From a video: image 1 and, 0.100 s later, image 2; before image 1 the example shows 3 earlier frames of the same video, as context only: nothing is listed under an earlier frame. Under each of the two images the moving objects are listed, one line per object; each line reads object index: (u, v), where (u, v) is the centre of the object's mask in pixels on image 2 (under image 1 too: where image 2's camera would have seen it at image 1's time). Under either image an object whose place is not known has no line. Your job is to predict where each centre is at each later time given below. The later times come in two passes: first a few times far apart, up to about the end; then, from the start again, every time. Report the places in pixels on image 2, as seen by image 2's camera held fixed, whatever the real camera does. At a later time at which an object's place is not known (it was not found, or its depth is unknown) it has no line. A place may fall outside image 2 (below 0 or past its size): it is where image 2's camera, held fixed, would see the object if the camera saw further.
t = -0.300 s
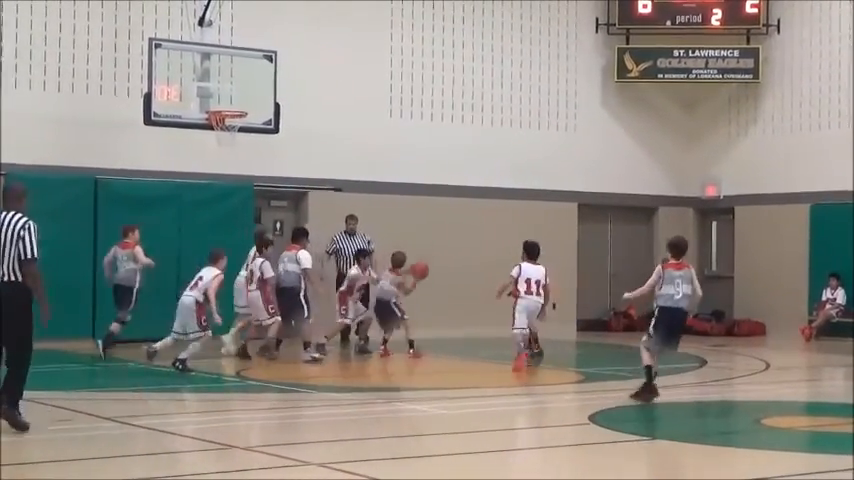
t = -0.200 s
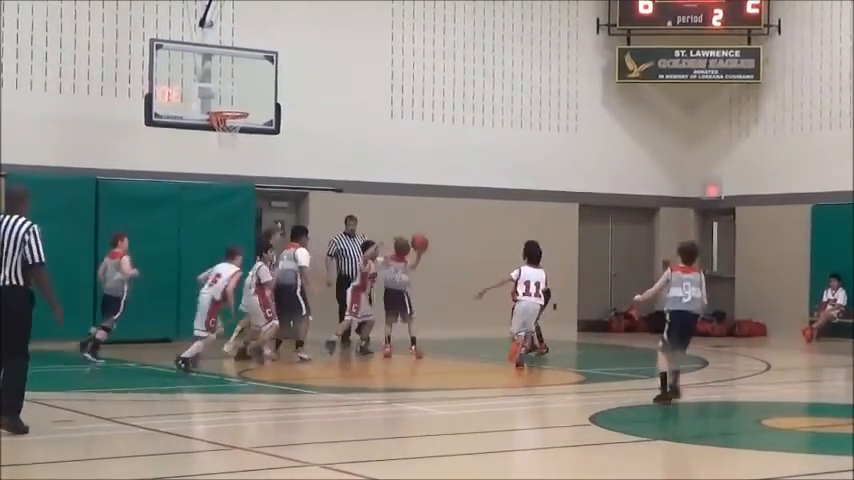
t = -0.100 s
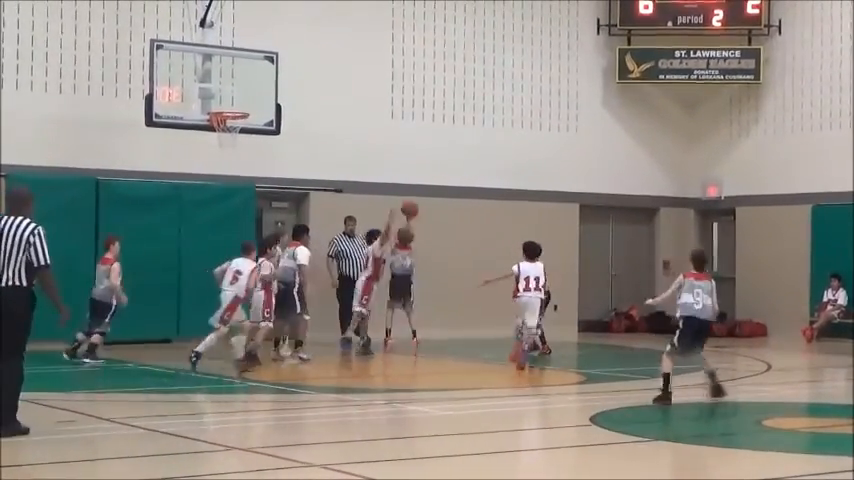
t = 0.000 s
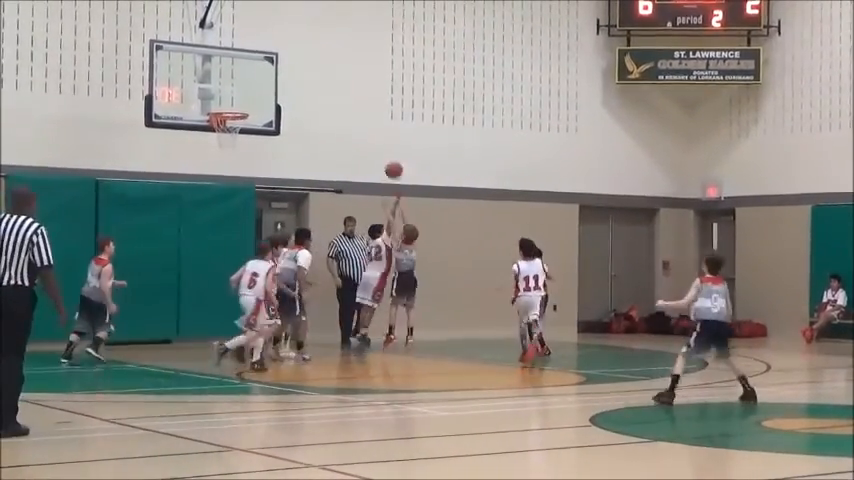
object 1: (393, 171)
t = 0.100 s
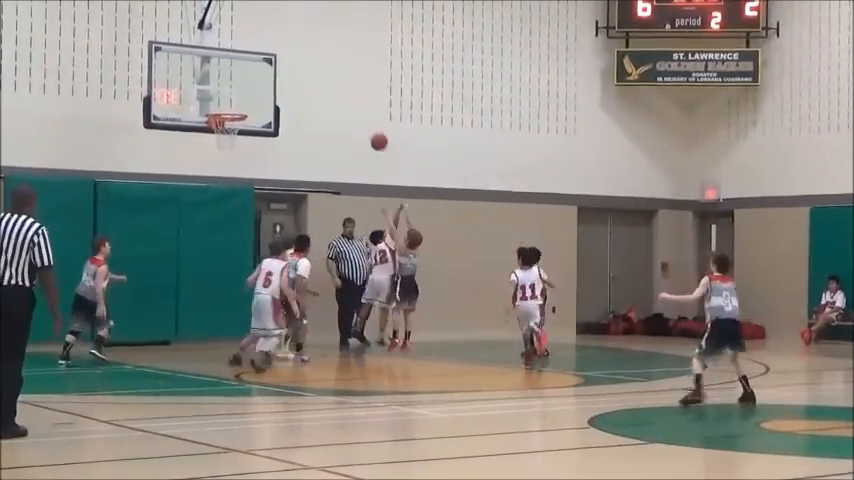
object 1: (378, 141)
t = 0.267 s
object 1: (356, 111)
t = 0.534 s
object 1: (320, 108)
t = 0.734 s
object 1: (295, 142)
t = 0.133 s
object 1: (374, 134)
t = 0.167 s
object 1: (370, 126)
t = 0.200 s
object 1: (365, 120)
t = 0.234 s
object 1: (361, 115)
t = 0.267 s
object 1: (356, 111)
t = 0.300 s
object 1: (352, 108)
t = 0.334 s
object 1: (348, 106)
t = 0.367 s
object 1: (343, 103)
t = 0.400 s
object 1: (339, 102)
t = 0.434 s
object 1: (334, 103)
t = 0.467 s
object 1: (330, 104)
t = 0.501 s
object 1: (325, 106)
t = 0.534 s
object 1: (320, 108)
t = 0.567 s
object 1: (316, 111)
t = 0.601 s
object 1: (312, 115)
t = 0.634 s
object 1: (308, 122)
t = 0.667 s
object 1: (303, 127)
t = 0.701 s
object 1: (299, 134)
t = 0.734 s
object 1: (295, 142)
